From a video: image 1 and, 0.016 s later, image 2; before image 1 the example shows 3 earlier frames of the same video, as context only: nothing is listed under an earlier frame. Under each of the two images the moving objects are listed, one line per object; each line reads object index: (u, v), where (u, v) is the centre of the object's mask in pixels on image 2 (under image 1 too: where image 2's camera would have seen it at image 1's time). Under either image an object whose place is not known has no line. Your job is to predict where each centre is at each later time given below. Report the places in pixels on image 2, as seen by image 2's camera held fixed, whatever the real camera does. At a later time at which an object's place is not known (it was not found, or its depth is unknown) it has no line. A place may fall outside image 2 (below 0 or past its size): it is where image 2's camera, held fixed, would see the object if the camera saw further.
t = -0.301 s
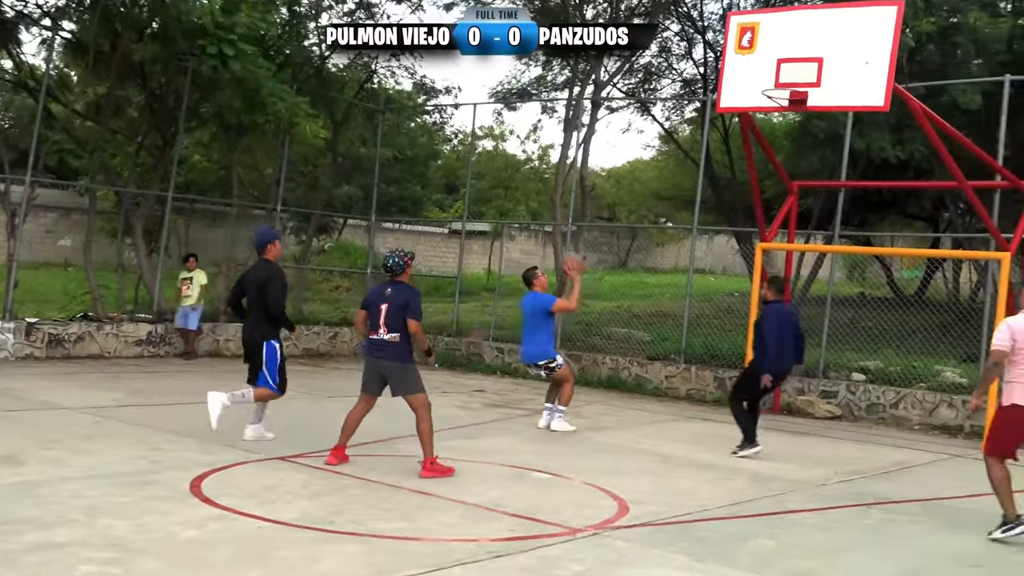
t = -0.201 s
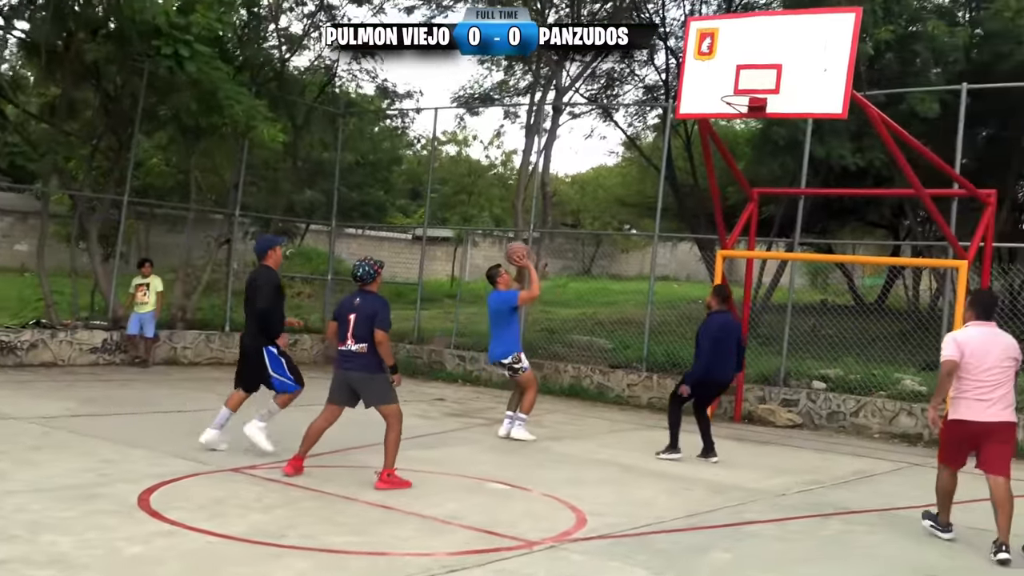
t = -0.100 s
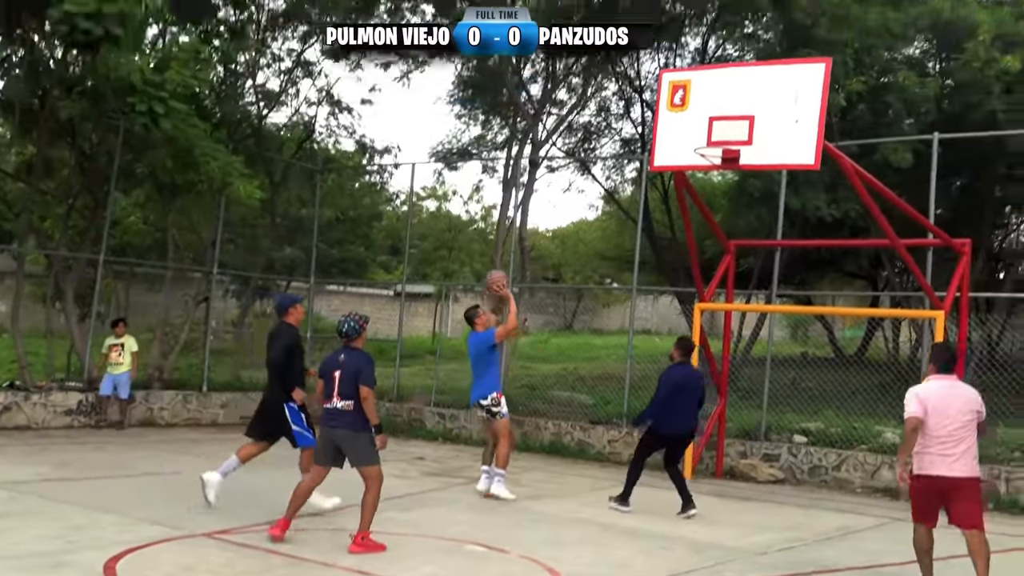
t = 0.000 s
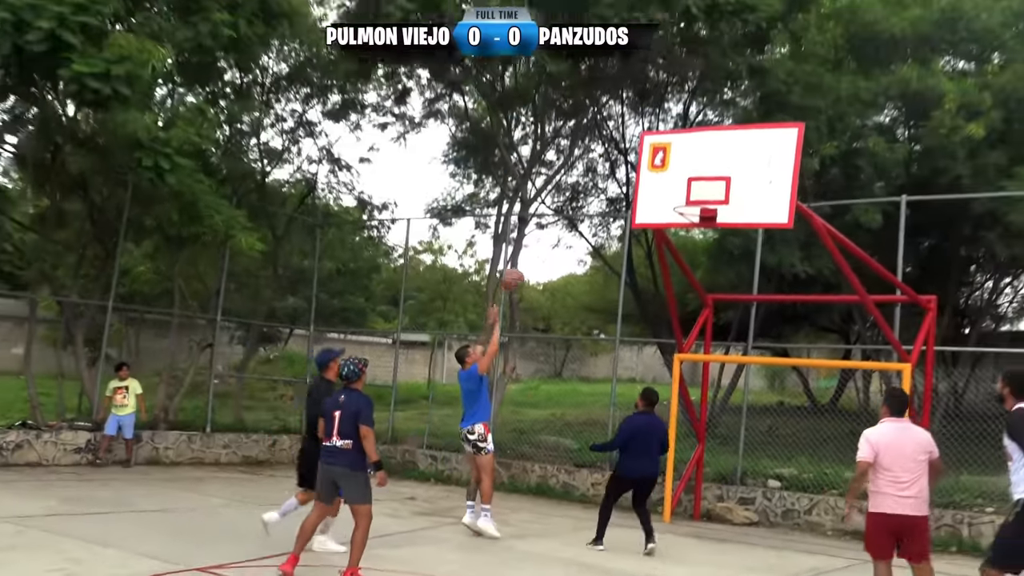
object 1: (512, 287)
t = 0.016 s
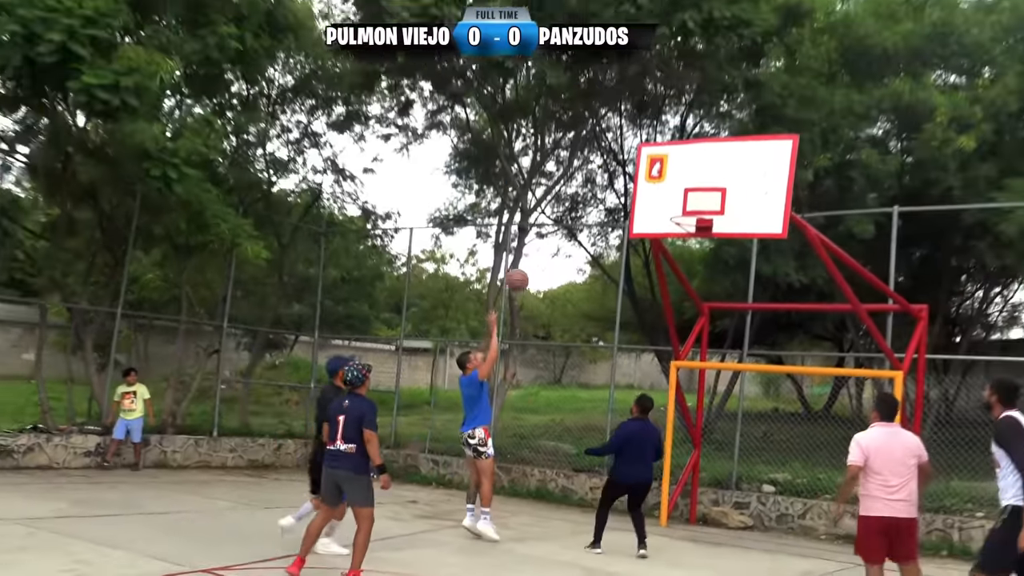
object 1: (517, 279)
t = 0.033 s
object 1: (521, 273)
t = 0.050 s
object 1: (525, 265)
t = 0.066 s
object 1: (530, 258)
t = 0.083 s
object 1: (534, 252)
